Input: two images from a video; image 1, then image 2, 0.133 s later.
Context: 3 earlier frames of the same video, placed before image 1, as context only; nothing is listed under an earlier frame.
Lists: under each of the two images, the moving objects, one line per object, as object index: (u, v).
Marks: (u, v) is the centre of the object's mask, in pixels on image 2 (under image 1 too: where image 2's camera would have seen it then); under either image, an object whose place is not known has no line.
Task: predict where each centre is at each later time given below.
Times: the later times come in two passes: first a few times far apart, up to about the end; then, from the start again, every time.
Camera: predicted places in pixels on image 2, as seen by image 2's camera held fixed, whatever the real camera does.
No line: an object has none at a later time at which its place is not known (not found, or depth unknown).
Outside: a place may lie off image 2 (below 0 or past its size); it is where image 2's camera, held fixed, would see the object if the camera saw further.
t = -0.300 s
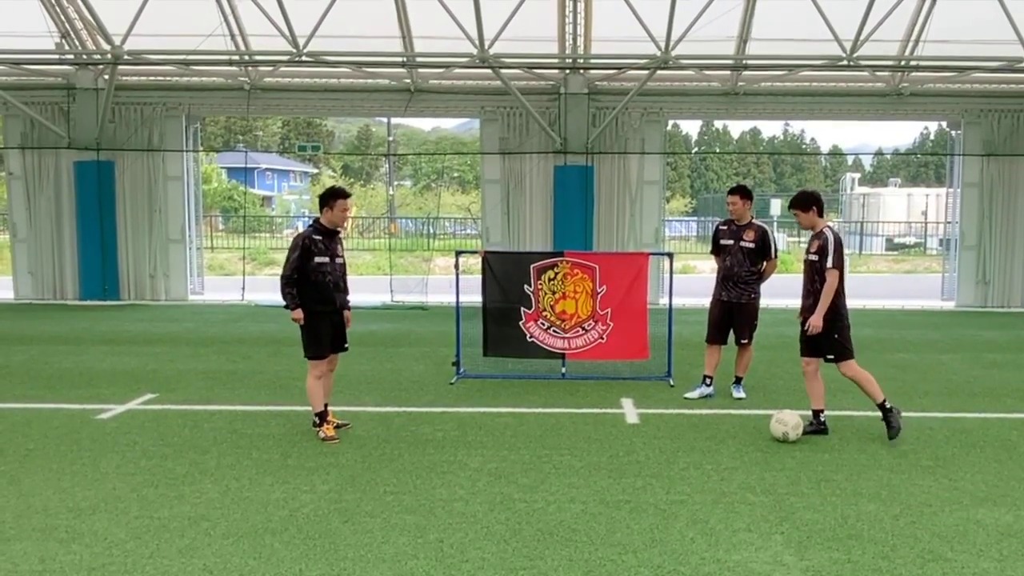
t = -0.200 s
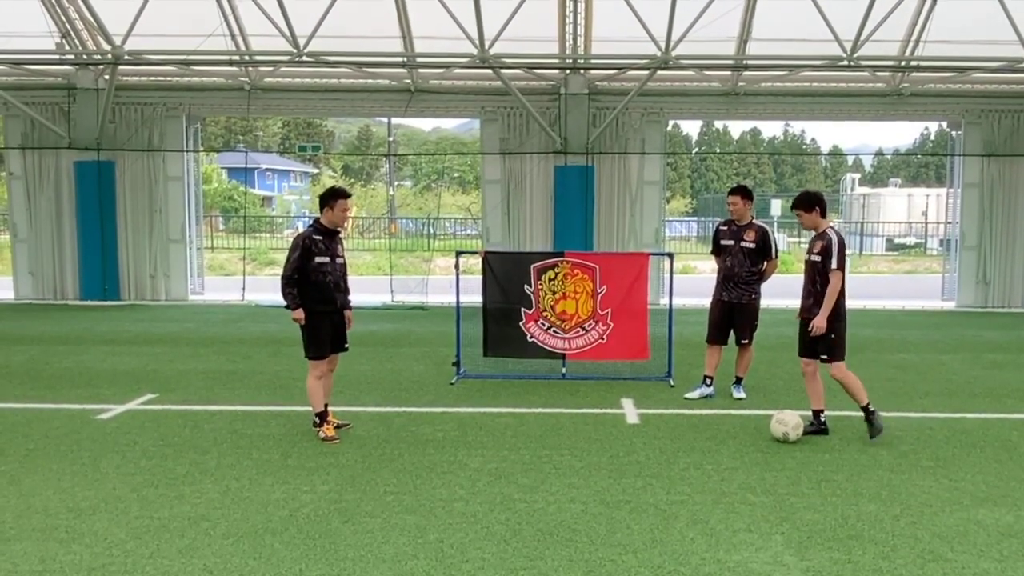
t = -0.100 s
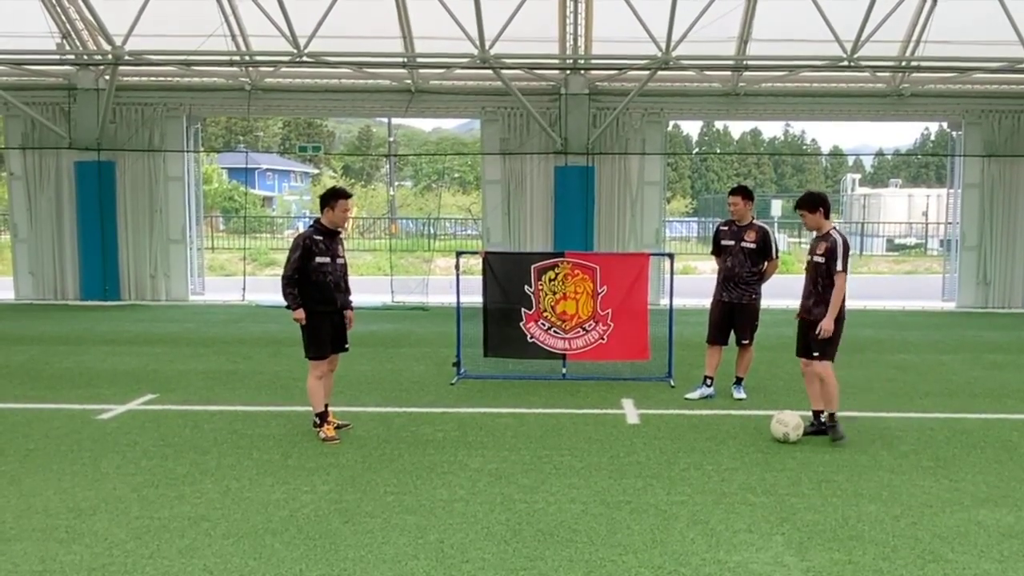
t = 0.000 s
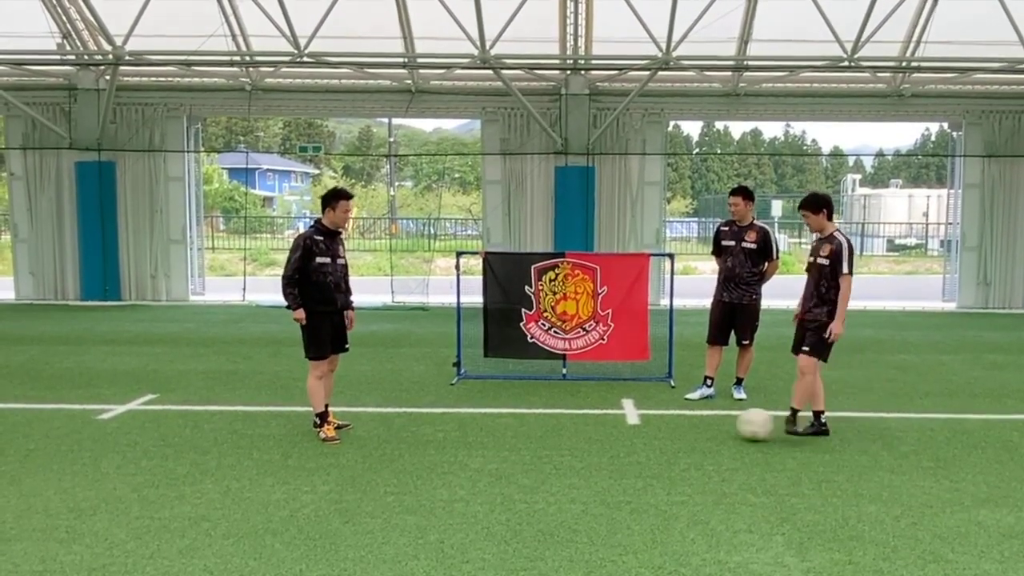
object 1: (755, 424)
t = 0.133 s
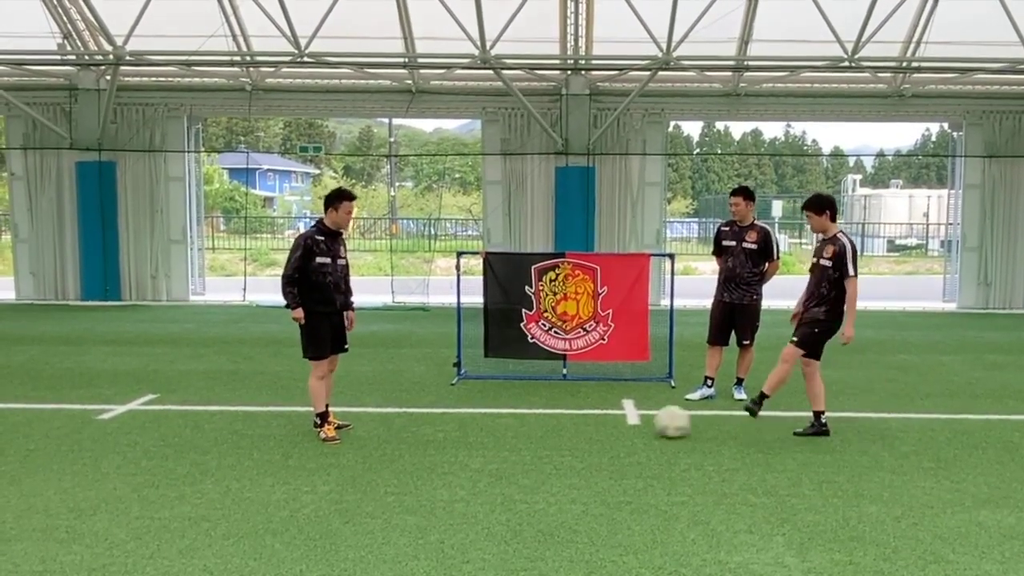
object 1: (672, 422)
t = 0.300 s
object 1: (589, 418)
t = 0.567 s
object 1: (487, 414)
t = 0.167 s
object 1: (654, 421)
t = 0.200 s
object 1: (637, 420)
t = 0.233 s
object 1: (622, 418)
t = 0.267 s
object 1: (605, 419)
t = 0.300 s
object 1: (589, 418)
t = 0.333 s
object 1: (575, 418)
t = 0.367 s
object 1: (562, 418)
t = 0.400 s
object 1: (549, 417)
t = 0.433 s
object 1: (536, 417)
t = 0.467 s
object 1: (523, 416)
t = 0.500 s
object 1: (511, 416)
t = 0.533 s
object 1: (498, 415)
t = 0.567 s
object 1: (487, 414)
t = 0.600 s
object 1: (475, 413)
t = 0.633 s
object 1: (462, 413)
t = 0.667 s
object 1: (451, 413)
